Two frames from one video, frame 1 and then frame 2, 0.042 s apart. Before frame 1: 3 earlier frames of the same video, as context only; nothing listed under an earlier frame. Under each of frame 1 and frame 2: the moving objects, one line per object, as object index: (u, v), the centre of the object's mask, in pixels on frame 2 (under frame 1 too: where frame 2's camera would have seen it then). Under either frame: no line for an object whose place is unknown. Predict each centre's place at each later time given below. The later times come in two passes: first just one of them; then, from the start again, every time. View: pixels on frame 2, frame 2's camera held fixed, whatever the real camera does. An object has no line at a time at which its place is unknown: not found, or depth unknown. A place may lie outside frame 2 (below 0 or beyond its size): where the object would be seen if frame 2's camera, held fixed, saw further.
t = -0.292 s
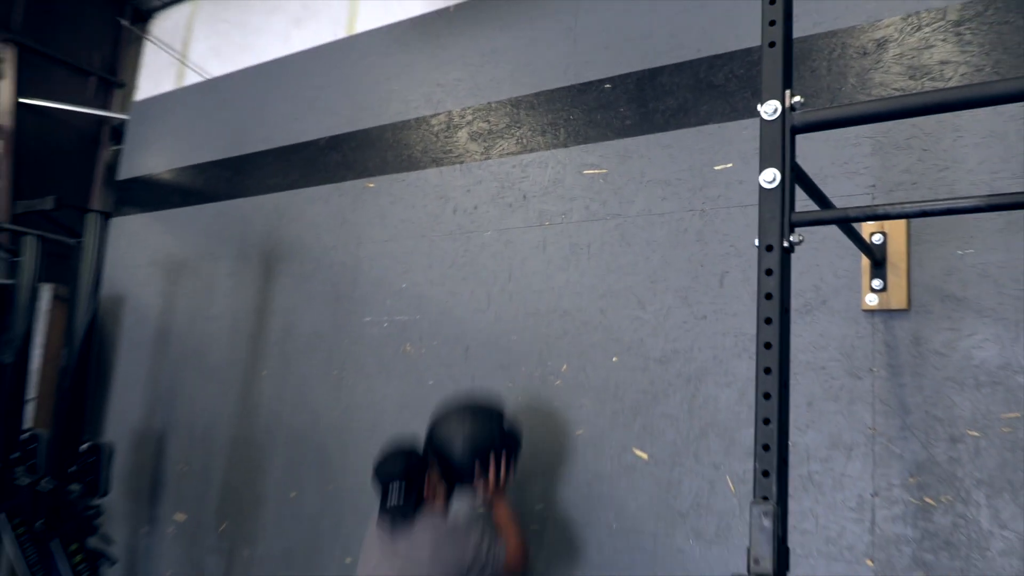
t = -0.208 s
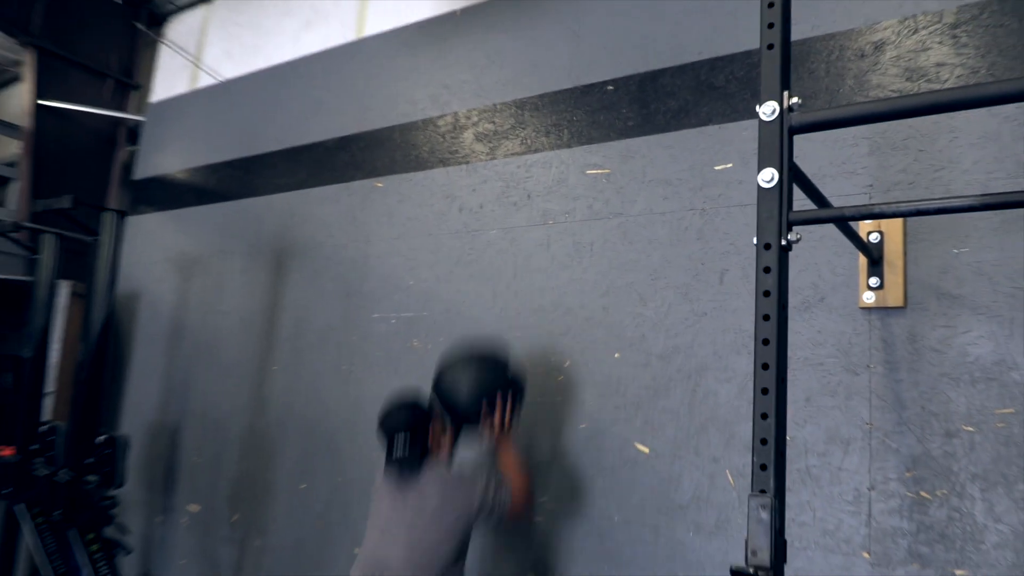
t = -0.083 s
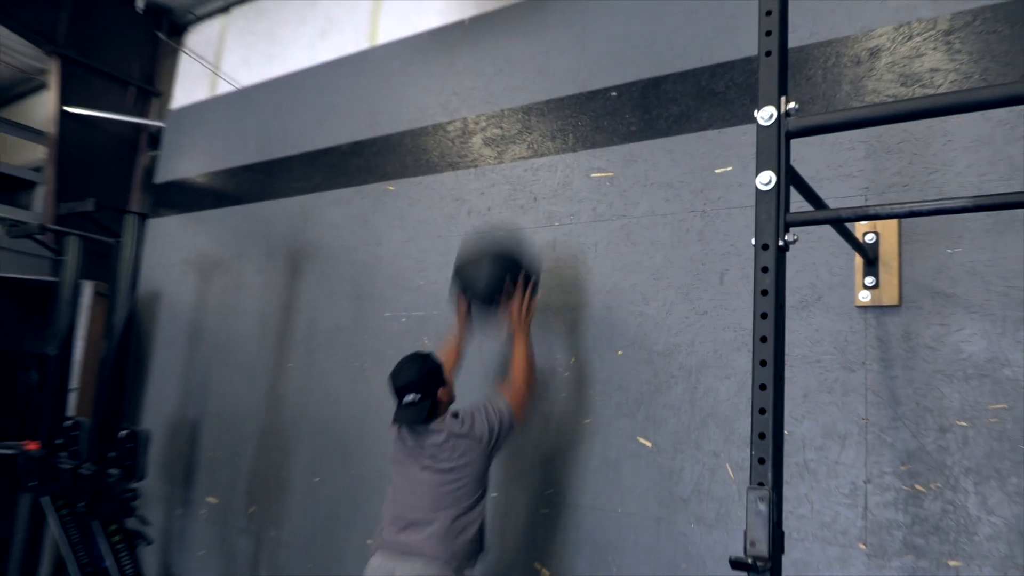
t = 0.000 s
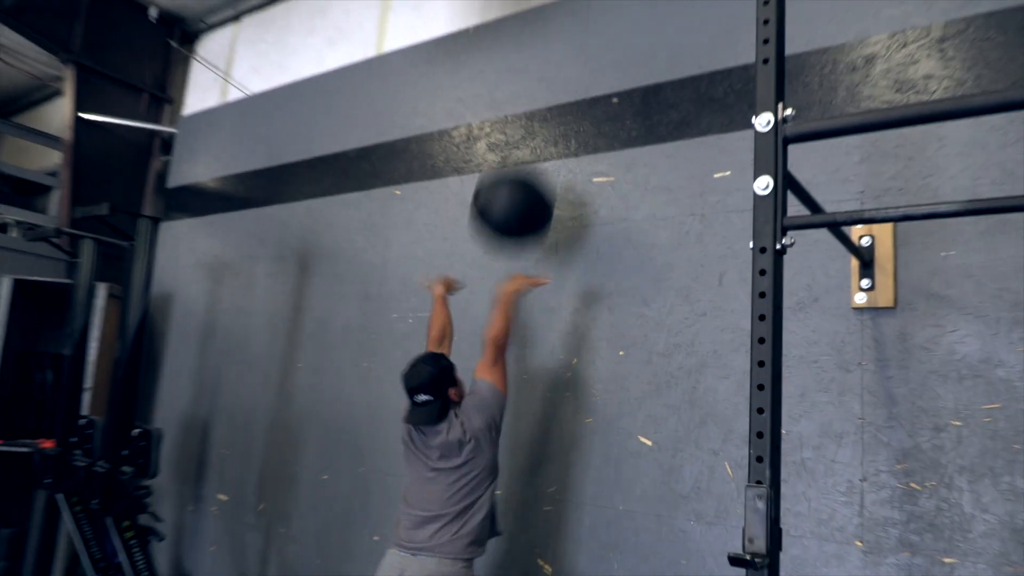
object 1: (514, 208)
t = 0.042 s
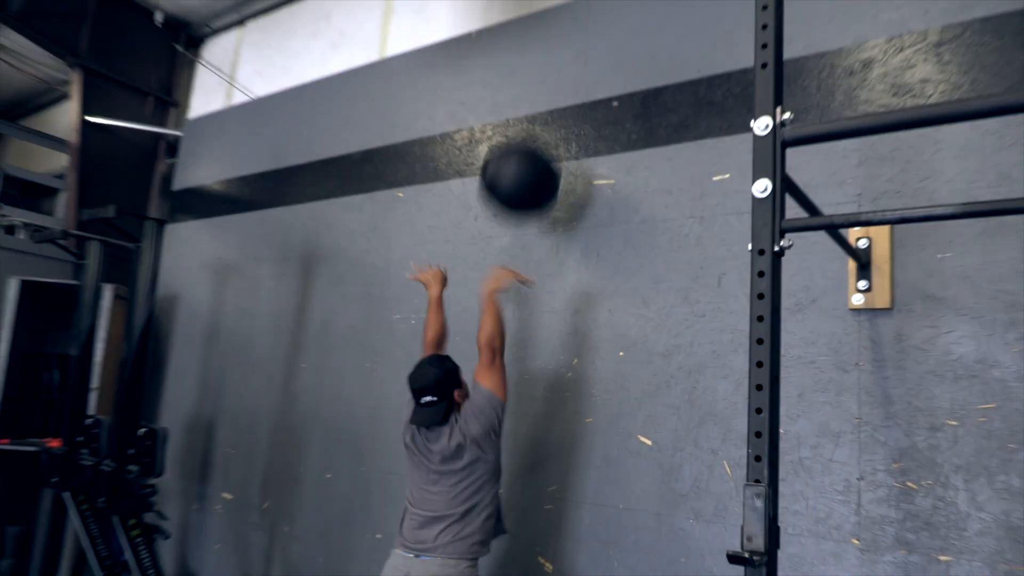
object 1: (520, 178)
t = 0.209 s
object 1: (540, 100)
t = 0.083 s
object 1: (525, 152)
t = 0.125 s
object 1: (531, 130)
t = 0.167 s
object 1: (536, 114)
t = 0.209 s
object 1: (540, 100)
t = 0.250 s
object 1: (544, 90)
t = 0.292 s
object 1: (549, 84)
